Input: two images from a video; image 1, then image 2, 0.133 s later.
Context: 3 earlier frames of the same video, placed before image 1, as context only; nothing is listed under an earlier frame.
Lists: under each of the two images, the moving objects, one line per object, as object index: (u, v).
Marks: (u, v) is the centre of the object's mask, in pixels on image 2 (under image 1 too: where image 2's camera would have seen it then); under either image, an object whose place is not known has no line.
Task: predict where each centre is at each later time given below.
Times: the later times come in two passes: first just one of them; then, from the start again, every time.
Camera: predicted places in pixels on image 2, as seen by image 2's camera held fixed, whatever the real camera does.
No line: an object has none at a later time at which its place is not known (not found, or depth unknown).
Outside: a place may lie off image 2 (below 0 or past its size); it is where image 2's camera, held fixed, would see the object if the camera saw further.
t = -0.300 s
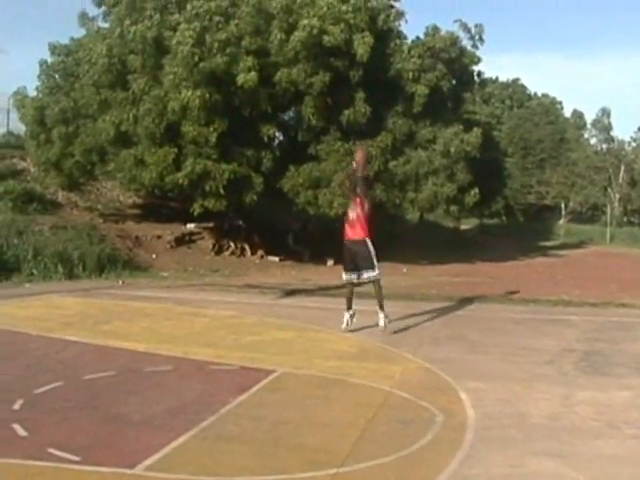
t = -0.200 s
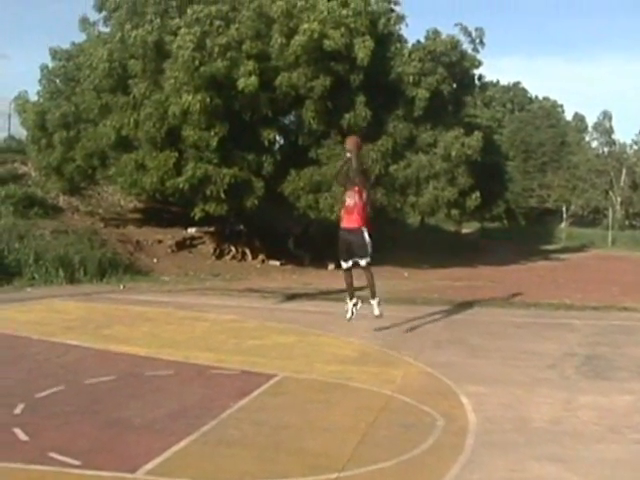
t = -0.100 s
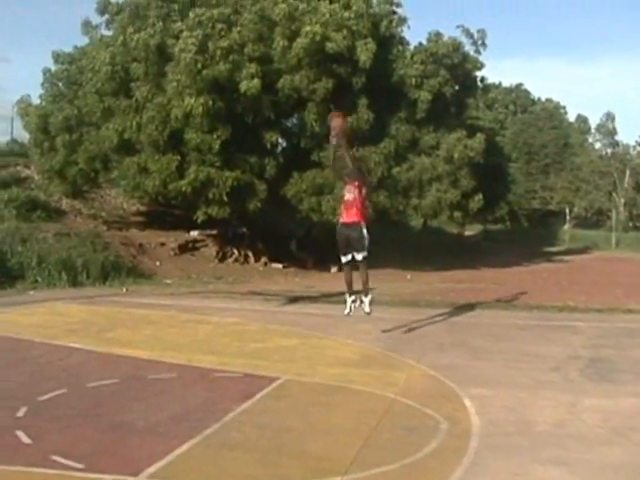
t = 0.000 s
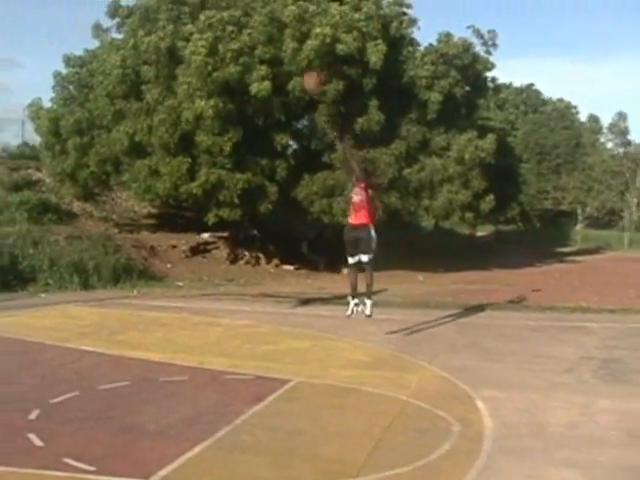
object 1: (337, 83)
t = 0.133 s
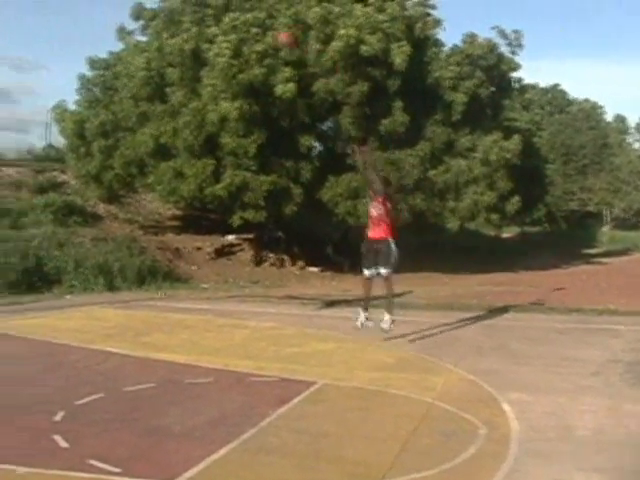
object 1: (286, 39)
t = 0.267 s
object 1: (231, 4)
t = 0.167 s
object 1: (272, 27)
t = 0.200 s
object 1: (260, 20)
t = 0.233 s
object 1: (246, 11)
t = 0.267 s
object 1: (231, 4)
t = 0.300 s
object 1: (218, -1)
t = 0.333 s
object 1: (203, -5)
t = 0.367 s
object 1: (188, -9)
